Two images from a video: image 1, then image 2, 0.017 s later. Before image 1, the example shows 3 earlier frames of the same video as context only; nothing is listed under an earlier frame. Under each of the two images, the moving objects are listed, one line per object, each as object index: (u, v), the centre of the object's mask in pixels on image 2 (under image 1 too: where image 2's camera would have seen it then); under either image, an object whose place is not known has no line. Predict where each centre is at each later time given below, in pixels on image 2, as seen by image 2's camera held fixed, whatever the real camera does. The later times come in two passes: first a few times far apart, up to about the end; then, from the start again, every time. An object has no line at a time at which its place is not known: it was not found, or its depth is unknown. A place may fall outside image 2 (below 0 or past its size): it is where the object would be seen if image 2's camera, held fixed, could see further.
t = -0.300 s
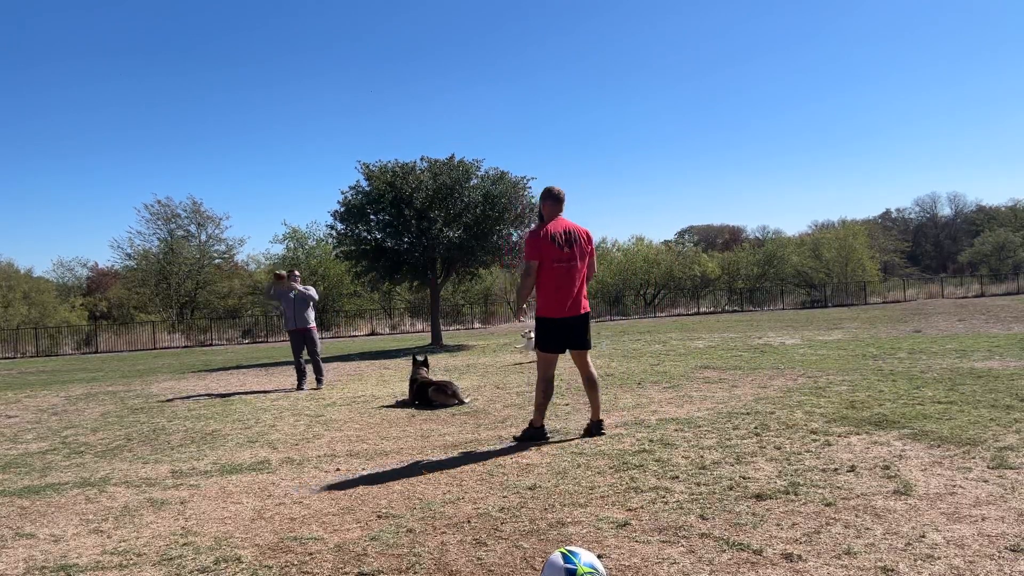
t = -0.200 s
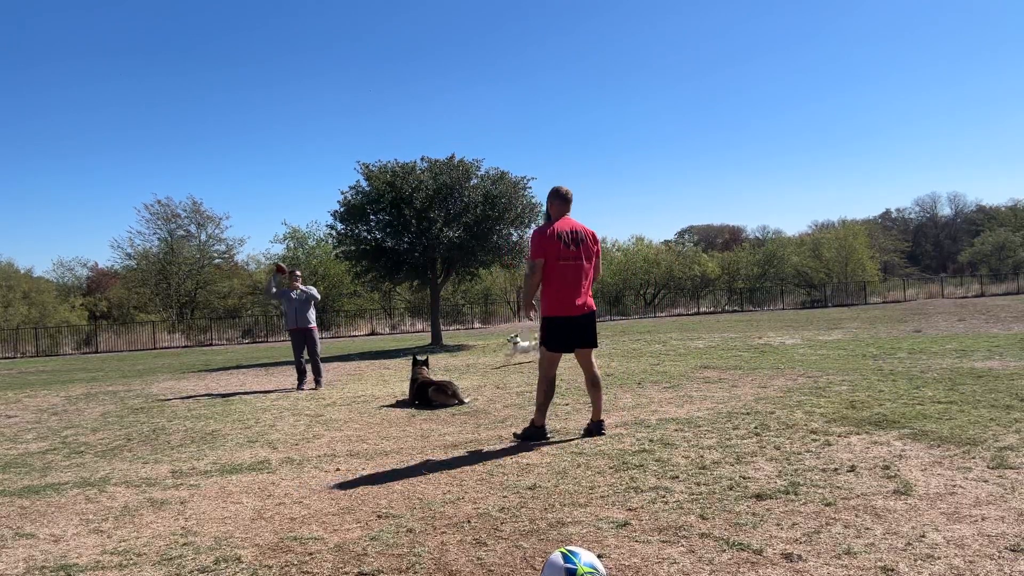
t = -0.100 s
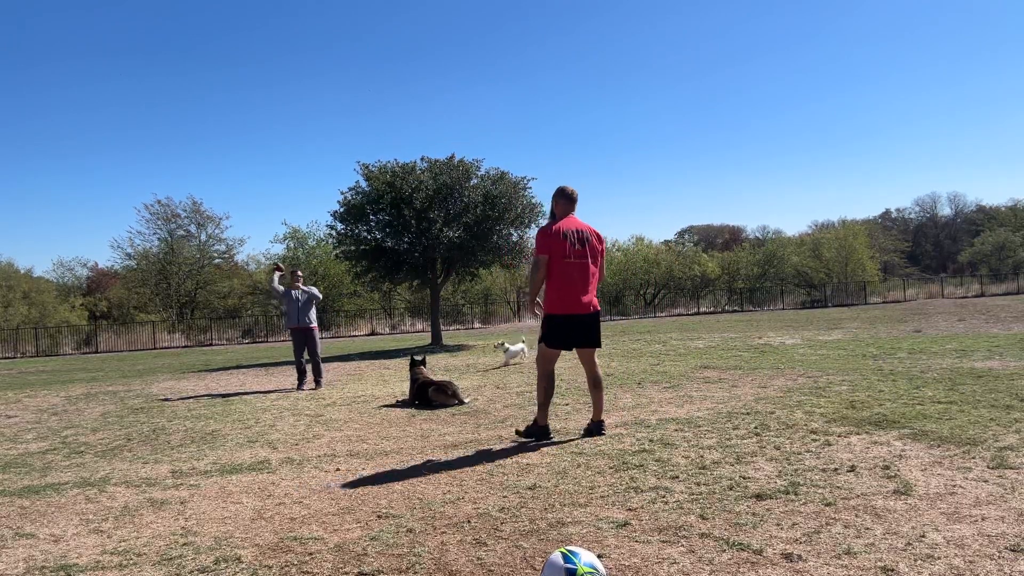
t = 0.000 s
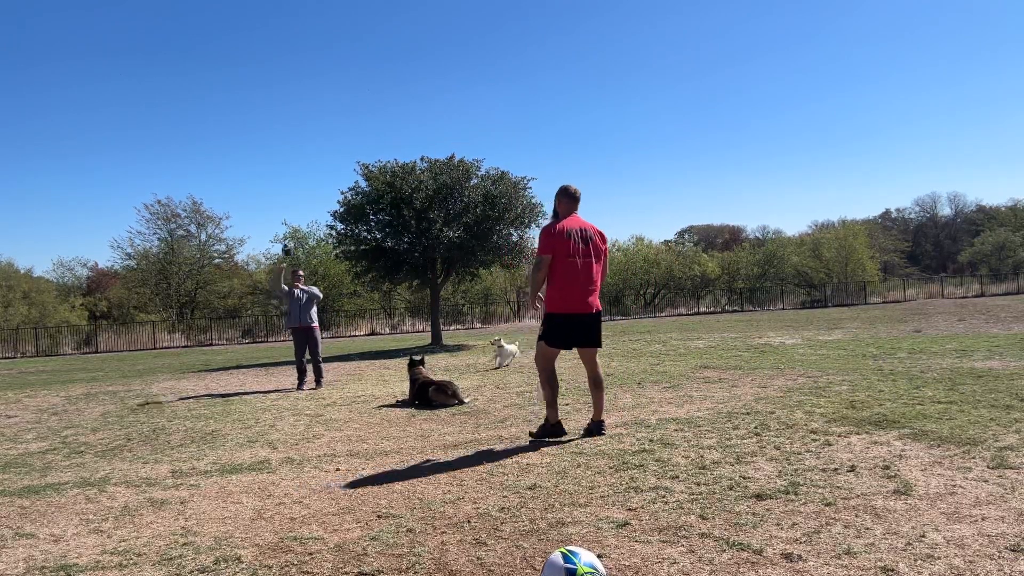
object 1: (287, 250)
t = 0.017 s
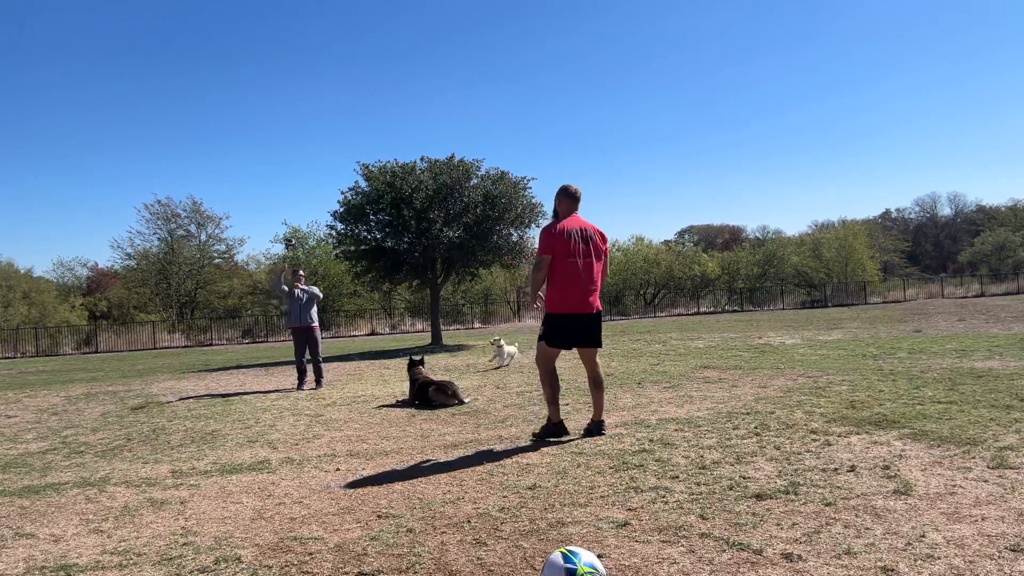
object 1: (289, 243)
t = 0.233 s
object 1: (339, 187)
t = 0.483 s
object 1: (412, 152)
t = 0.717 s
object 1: (504, 162)
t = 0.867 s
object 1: (580, 200)
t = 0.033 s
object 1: (293, 240)
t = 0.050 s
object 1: (296, 234)
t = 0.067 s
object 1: (300, 229)
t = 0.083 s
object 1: (304, 225)
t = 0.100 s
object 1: (308, 220)
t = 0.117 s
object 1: (311, 216)
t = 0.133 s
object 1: (315, 211)
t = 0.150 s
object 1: (319, 207)
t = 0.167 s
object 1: (323, 203)
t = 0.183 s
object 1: (328, 198)
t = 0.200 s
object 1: (331, 195)
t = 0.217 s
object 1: (335, 191)
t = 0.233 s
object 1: (339, 187)
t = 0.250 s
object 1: (343, 184)
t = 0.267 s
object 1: (347, 180)
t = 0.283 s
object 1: (352, 176)
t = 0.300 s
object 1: (356, 174)
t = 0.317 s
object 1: (361, 171)
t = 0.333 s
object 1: (365, 169)
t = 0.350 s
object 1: (370, 166)
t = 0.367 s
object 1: (375, 164)
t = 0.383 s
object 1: (380, 161)
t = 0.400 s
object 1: (385, 159)
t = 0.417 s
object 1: (391, 157)
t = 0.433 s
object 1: (396, 155)
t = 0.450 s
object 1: (401, 154)
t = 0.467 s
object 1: (406, 153)
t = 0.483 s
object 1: (412, 152)
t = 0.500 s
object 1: (418, 151)
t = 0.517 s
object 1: (423, 150)
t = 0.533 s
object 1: (429, 150)
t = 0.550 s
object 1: (435, 149)
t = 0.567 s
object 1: (442, 149)
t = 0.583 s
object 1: (448, 150)
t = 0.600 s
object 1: (454, 151)
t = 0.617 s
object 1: (461, 151)
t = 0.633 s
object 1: (468, 152)
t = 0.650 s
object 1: (475, 154)
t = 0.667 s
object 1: (482, 156)
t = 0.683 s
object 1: (489, 157)
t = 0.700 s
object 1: (496, 160)
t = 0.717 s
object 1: (504, 162)
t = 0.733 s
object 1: (512, 165)
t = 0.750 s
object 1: (520, 168)
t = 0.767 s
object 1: (528, 172)
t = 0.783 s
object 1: (536, 176)
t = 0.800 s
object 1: (545, 180)
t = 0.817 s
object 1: (553, 184)
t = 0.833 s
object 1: (562, 189)
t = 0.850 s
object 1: (571, 194)
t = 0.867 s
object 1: (580, 200)
